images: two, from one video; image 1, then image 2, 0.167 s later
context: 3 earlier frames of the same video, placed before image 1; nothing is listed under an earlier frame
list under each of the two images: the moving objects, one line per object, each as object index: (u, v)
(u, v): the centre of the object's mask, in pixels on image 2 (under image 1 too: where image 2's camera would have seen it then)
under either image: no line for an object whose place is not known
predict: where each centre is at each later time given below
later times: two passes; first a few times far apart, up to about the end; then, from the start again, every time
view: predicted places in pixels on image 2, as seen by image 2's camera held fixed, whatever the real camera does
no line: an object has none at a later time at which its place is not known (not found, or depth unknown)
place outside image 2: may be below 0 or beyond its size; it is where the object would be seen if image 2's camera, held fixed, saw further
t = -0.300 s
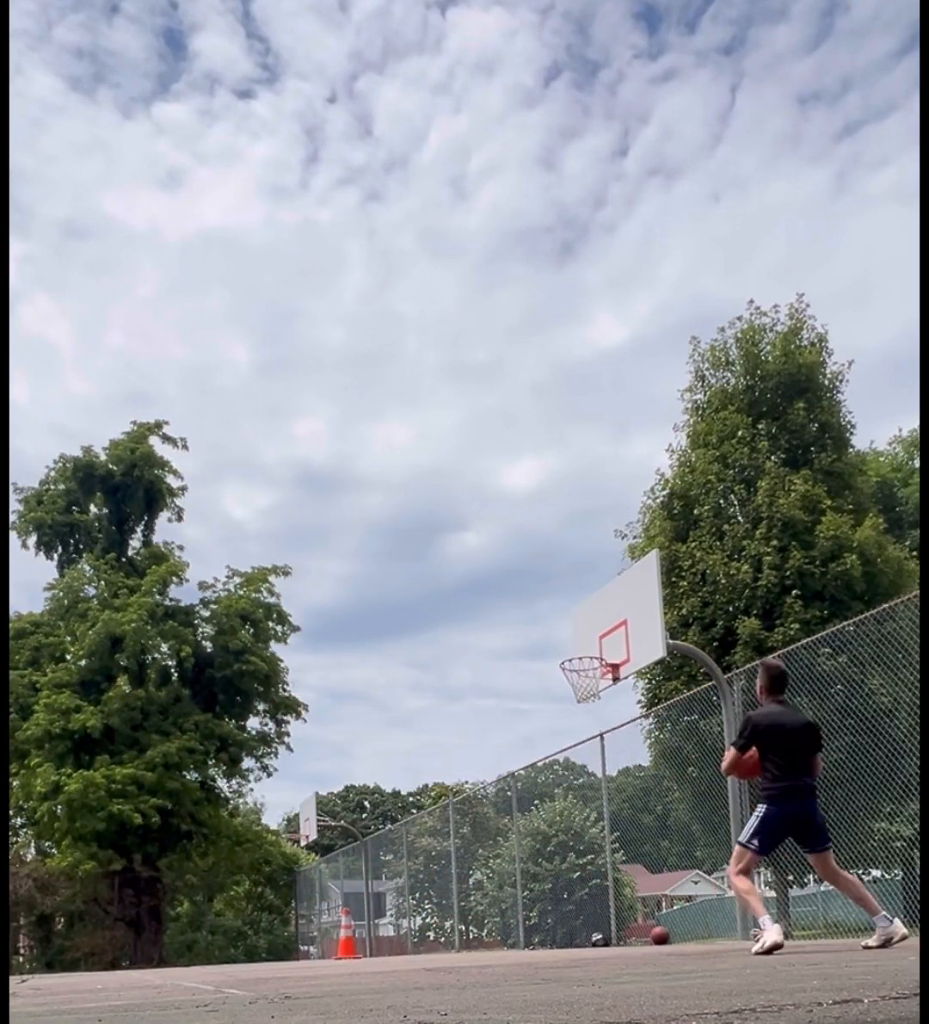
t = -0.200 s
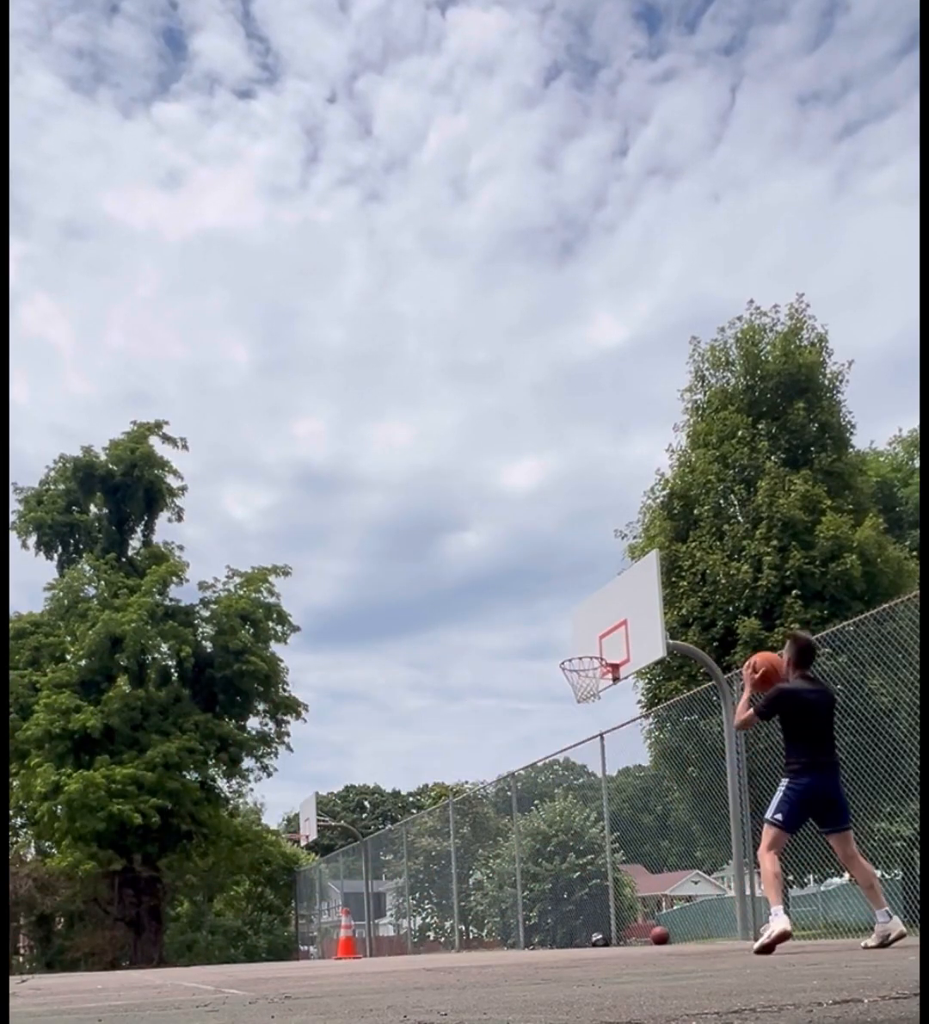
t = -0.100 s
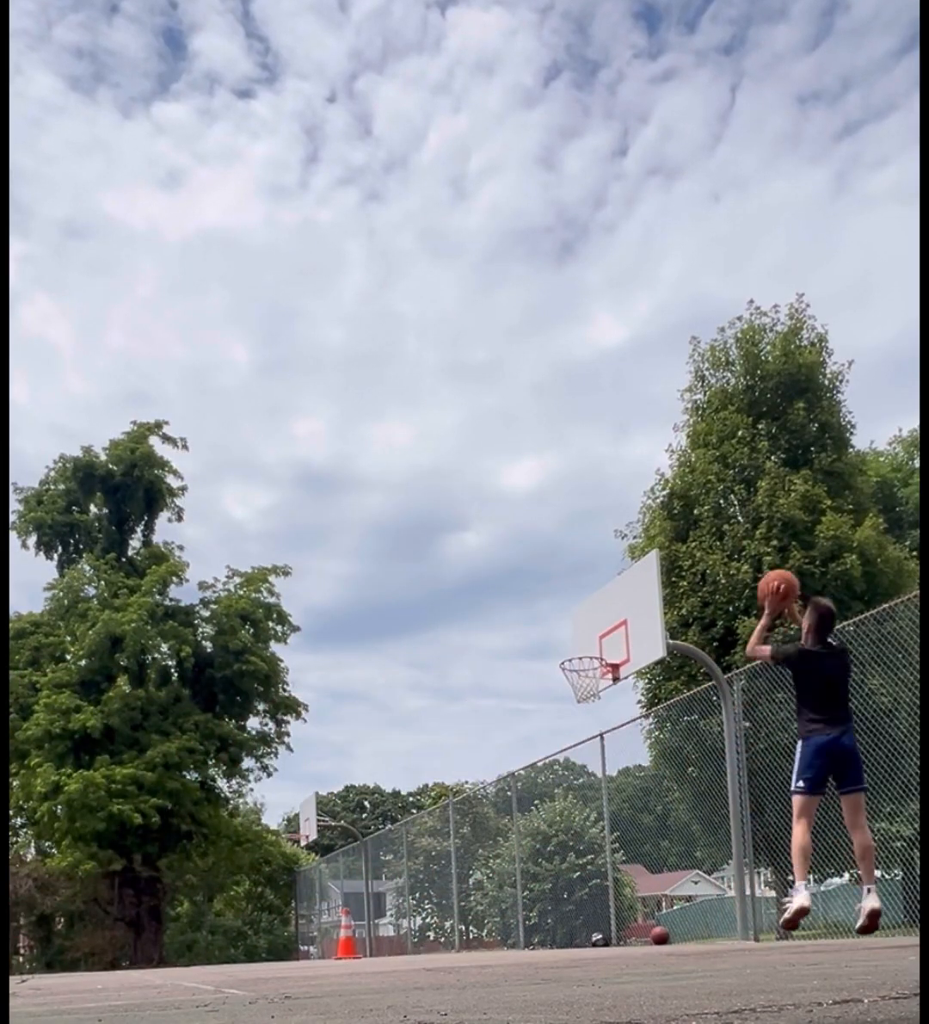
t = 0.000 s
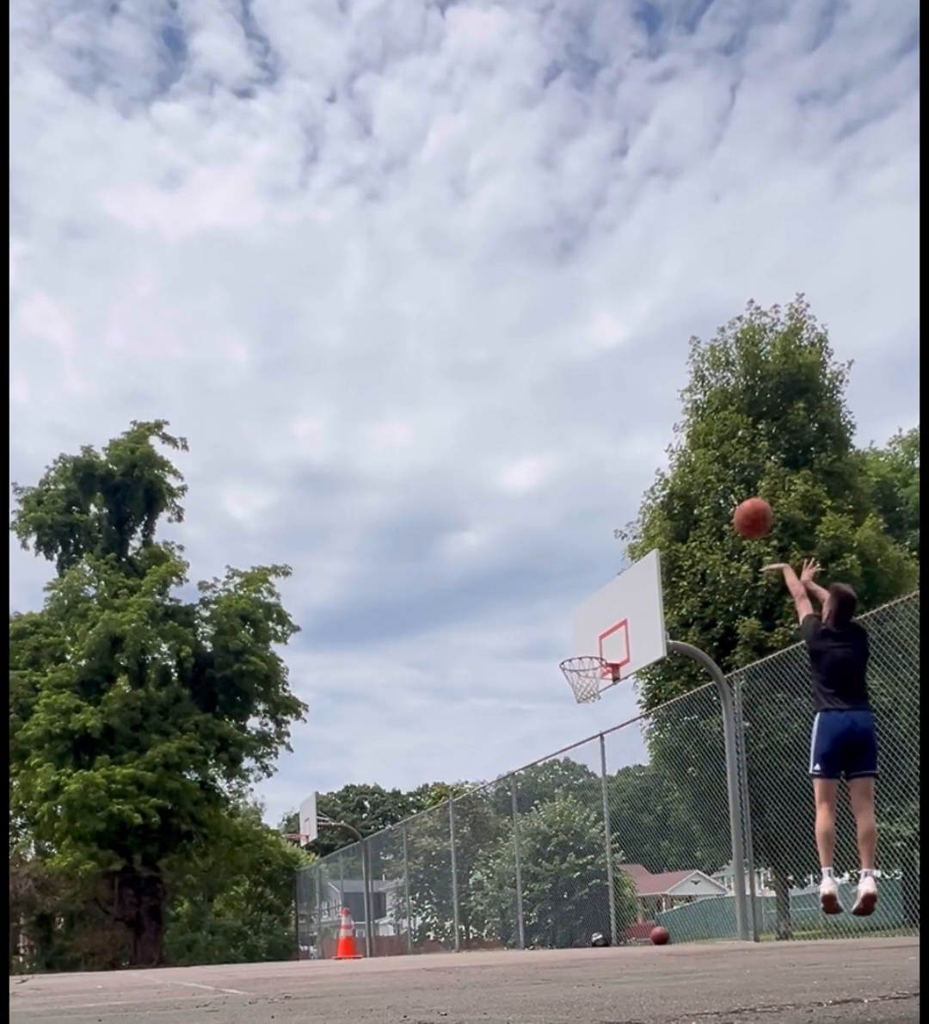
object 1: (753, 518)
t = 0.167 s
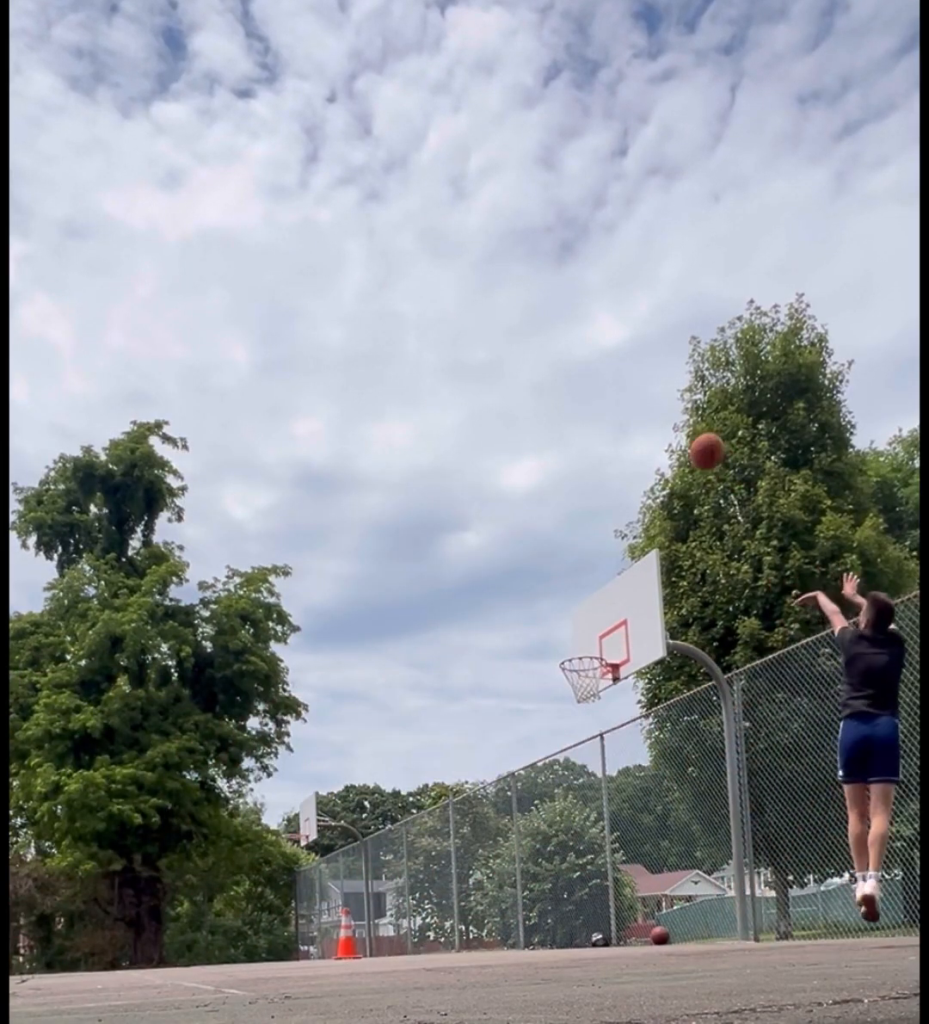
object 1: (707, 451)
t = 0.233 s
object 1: (692, 438)
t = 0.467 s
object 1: (650, 439)
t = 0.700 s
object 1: (618, 497)
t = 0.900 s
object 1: (598, 579)
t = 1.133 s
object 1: (581, 686)
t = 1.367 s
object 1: (578, 700)
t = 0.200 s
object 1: (699, 443)
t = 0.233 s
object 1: (692, 438)
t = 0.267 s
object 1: (685, 434)
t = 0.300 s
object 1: (678, 432)
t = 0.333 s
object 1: (672, 431)
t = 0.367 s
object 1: (666, 431)
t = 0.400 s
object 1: (660, 433)
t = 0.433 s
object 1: (655, 435)
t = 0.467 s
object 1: (650, 439)
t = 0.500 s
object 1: (645, 445)
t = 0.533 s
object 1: (640, 451)
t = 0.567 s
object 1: (635, 458)
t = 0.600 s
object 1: (631, 467)
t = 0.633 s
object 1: (626, 476)
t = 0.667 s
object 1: (622, 486)
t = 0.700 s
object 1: (618, 497)
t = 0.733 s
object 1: (614, 509)
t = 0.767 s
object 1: (611, 521)
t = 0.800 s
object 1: (607, 534)
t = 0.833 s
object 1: (604, 549)
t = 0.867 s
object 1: (601, 563)
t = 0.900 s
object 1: (598, 579)
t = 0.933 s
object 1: (595, 595)
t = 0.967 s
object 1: (592, 611)
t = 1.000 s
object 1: (589, 629)
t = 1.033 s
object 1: (587, 647)
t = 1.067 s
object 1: (584, 666)
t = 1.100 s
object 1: (582, 683)
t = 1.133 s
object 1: (581, 686)
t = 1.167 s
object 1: (580, 686)
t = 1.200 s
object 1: (579, 686)
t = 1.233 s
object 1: (578, 687)
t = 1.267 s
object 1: (578, 689)
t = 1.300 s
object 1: (577, 692)
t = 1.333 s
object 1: (577, 695)
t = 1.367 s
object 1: (578, 700)
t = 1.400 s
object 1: (580, 705)
